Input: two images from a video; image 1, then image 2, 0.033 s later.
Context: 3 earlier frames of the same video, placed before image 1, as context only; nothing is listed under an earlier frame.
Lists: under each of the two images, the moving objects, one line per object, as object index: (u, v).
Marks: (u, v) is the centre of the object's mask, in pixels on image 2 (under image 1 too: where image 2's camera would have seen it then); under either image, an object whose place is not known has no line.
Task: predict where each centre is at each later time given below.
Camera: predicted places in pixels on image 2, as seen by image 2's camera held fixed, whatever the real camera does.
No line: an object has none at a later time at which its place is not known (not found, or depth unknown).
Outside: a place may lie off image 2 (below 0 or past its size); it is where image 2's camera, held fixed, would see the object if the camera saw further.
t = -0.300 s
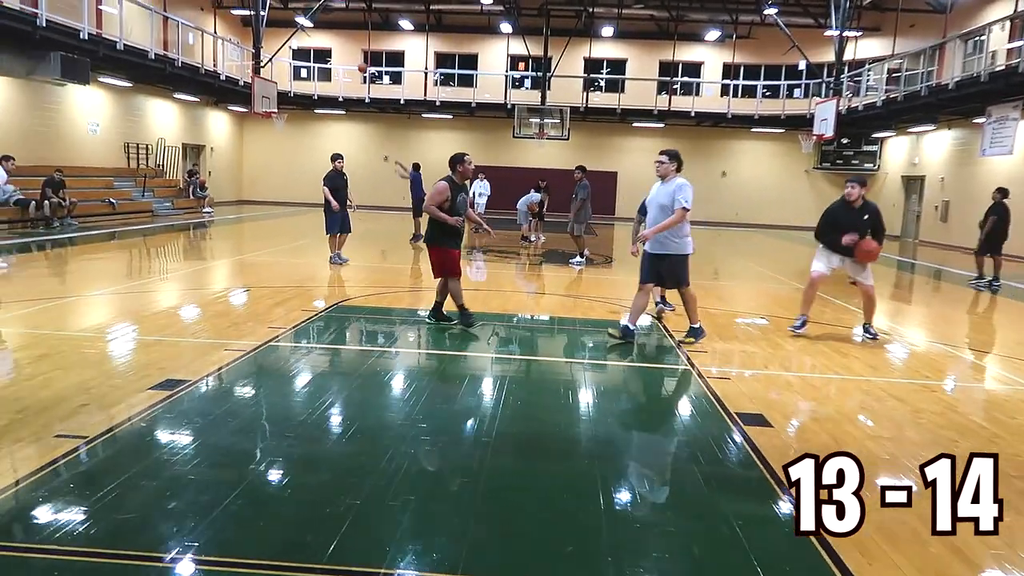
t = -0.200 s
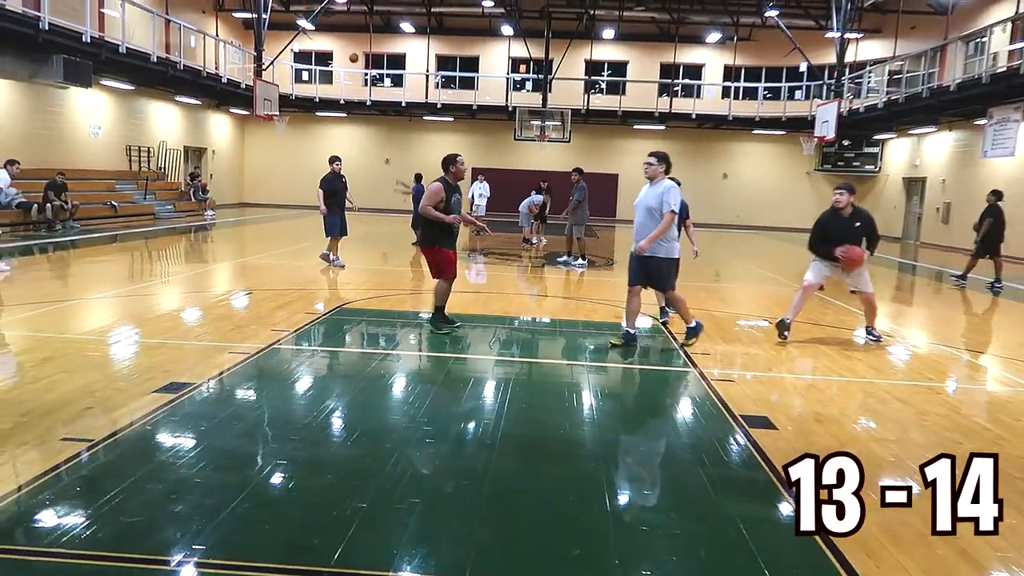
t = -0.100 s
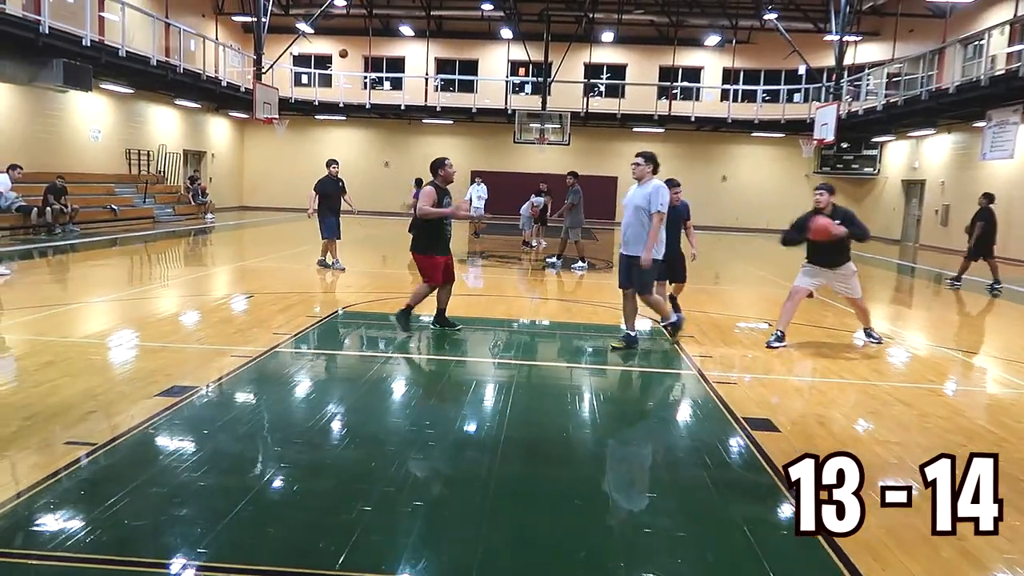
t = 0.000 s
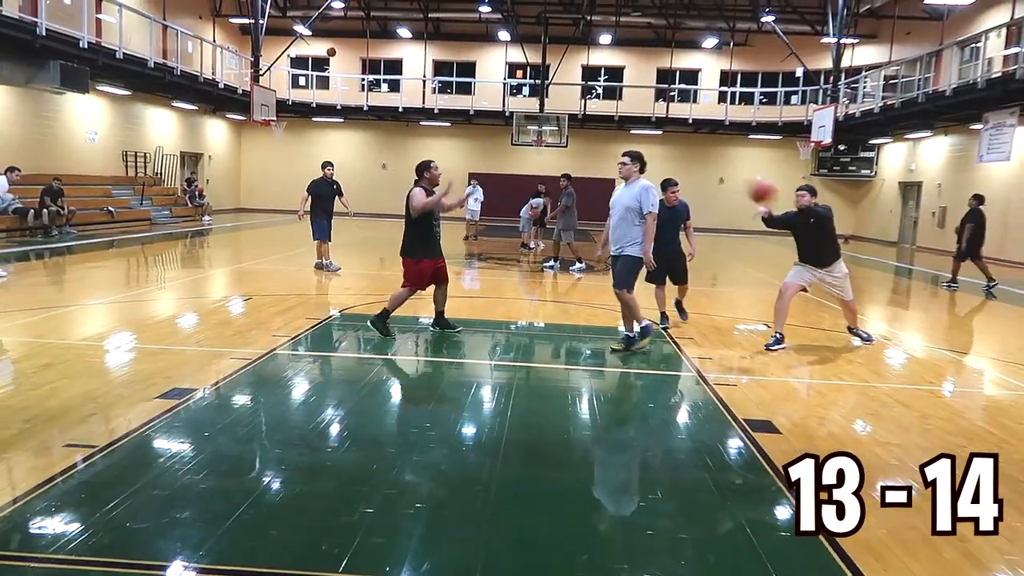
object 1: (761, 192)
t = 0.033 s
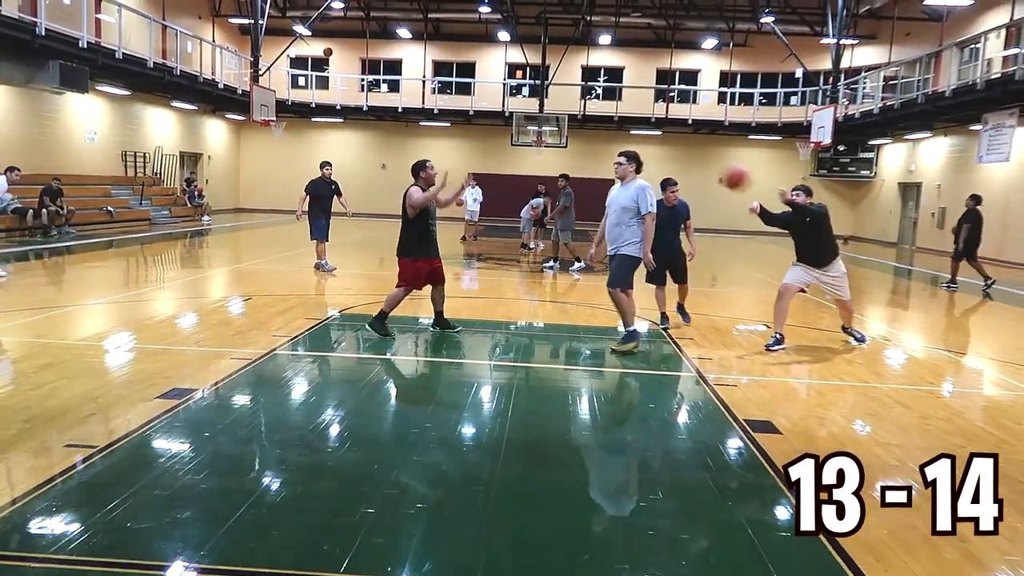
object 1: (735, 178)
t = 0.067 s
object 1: (709, 163)
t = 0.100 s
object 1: (680, 148)
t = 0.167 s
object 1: (620, 123)
